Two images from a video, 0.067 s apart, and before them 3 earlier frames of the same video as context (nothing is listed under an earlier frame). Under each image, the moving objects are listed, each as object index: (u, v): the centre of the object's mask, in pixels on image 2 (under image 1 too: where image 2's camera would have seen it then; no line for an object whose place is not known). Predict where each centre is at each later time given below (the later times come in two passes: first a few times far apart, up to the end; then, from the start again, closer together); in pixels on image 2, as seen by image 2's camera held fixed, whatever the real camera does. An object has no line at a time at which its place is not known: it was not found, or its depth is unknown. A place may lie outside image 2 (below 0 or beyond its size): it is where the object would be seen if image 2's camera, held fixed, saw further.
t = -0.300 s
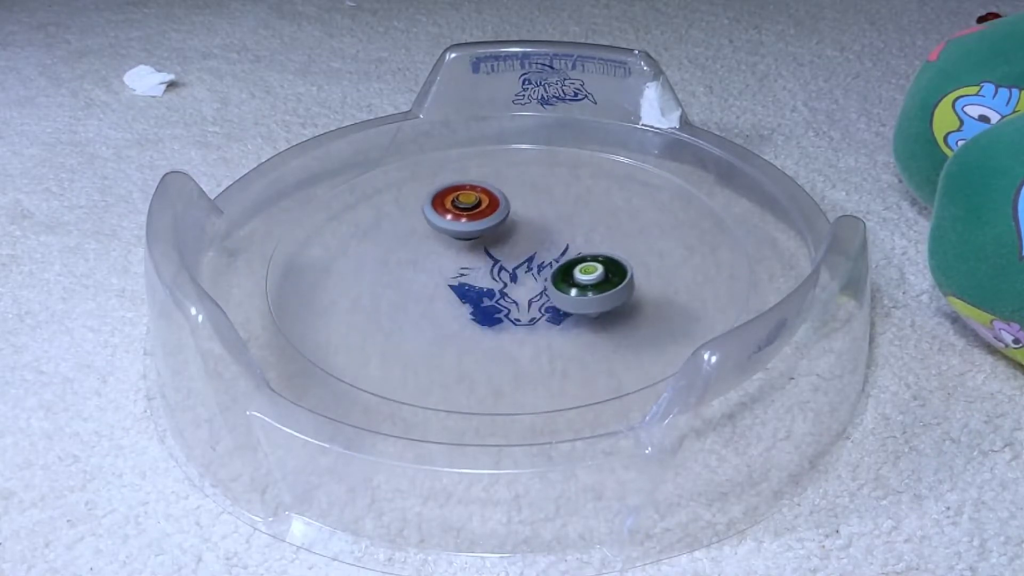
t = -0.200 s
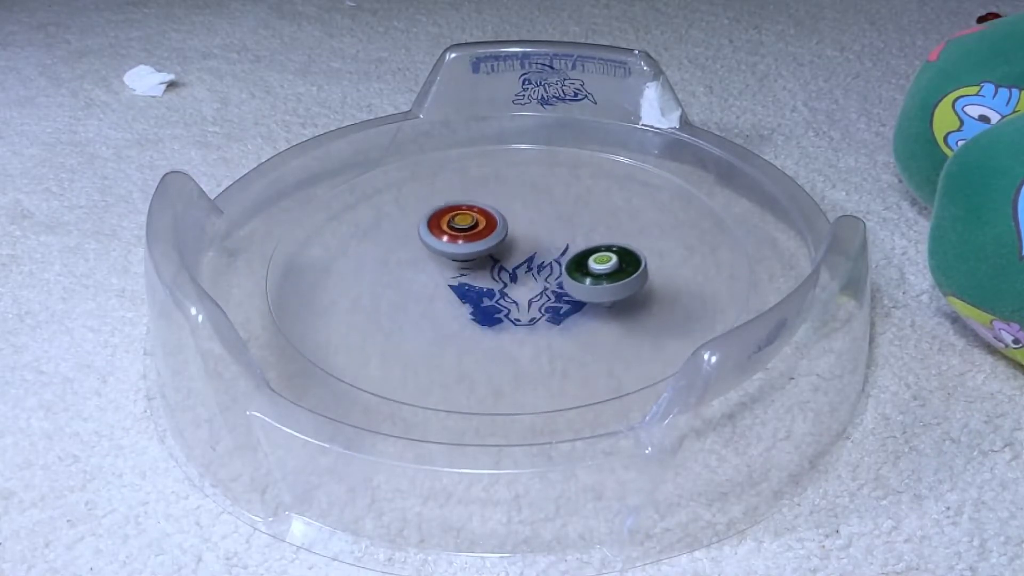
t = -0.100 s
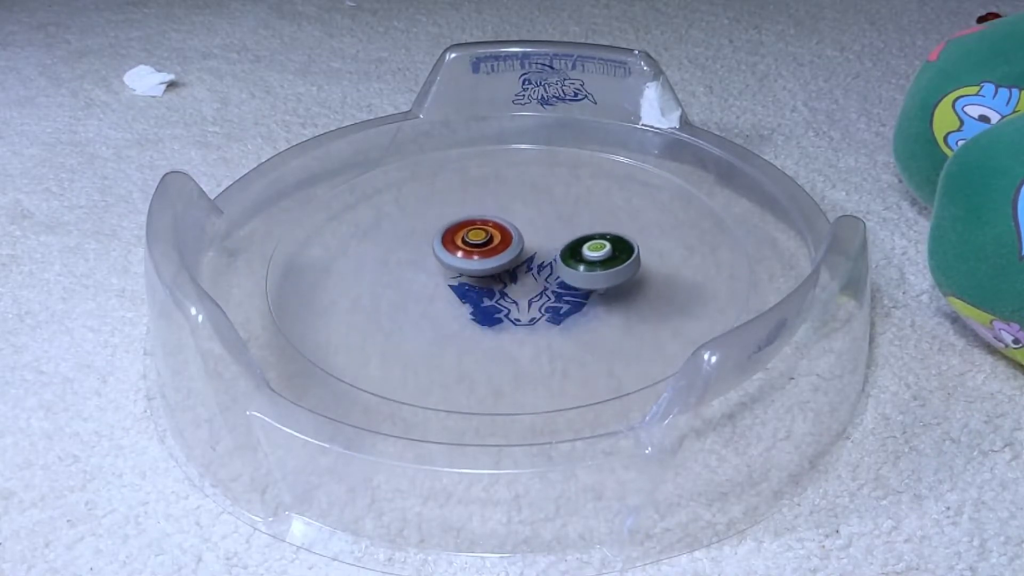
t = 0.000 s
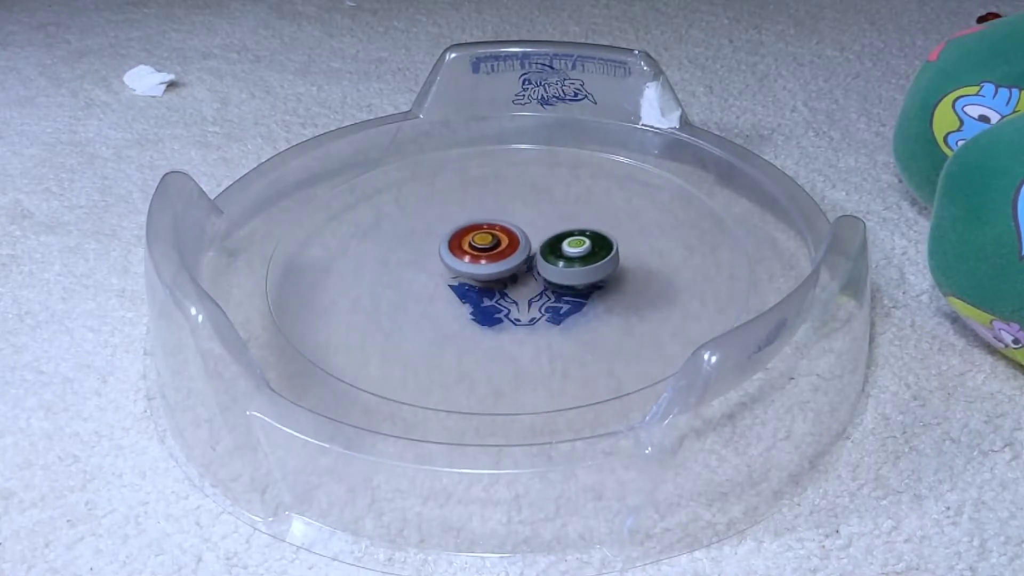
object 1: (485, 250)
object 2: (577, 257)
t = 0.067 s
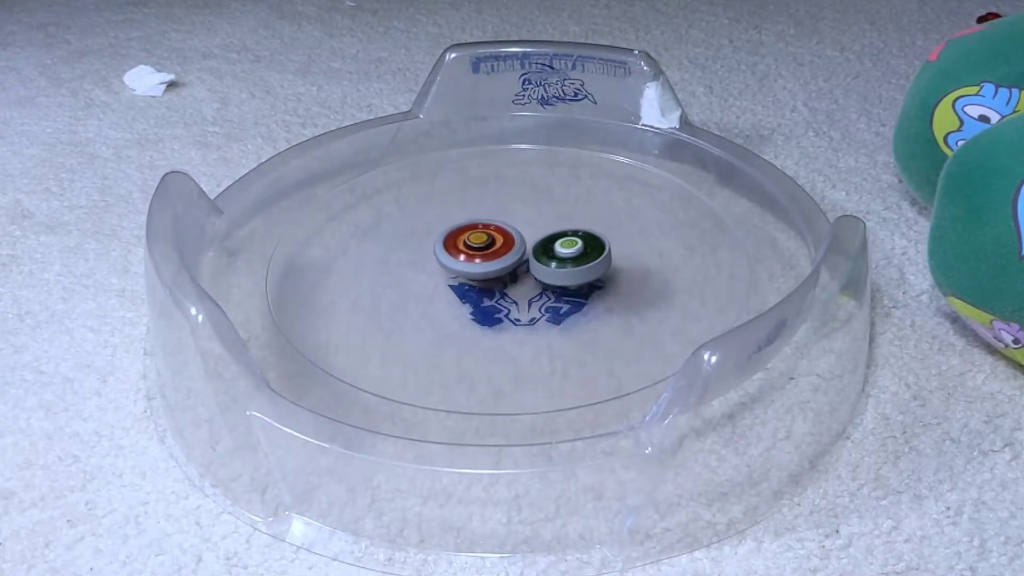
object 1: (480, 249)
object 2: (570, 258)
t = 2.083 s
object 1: (338, 193)
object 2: (646, 266)
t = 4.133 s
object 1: (512, 185)
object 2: (540, 301)
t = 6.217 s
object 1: (546, 216)
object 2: (440, 301)
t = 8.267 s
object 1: (530, 308)
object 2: (517, 240)
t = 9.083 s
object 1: (538, 225)
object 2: (502, 284)
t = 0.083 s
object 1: (481, 250)
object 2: (568, 258)
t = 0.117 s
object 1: (456, 247)
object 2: (590, 261)
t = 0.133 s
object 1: (445, 246)
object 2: (599, 261)
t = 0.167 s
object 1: (427, 245)
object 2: (612, 261)
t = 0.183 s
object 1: (420, 245)
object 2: (616, 260)
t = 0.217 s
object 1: (414, 248)
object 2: (622, 257)
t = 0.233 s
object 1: (412, 251)
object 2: (623, 255)
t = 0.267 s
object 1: (414, 258)
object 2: (625, 251)
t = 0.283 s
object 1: (415, 261)
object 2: (626, 249)
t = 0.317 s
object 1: (420, 269)
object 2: (624, 245)
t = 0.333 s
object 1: (424, 272)
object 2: (622, 244)
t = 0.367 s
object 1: (432, 278)
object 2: (616, 241)
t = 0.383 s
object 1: (438, 281)
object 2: (613, 239)
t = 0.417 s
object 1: (449, 284)
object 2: (604, 238)
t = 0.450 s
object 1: (462, 287)
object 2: (594, 238)
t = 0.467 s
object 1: (467, 287)
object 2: (589, 239)
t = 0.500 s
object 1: (477, 287)
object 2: (577, 240)
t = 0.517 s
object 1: (483, 287)
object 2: (572, 242)
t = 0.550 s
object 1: (492, 286)
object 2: (560, 244)
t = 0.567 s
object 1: (495, 285)
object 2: (556, 246)
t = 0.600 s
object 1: (473, 298)
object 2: (569, 235)
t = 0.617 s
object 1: (462, 303)
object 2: (575, 229)
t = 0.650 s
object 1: (442, 313)
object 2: (581, 219)
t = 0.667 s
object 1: (434, 316)
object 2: (582, 216)
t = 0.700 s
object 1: (426, 322)
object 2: (578, 211)
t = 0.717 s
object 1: (425, 324)
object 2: (574, 210)
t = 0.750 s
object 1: (431, 328)
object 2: (564, 209)
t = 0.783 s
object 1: (444, 331)
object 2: (552, 209)
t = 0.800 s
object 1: (452, 332)
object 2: (546, 209)
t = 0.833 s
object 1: (472, 332)
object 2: (535, 211)
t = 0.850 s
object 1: (481, 333)
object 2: (529, 212)
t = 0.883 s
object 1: (499, 331)
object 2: (519, 216)
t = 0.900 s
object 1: (507, 330)
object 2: (514, 218)
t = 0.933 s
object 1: (522, 326)
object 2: (505, 222)
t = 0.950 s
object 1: (529, 323)
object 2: (501, 224)
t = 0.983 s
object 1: (541, 318)
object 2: (494, 229)
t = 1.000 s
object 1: (547, 314)
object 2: (490, 233)
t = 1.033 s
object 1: (555, 308)
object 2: (485, 238)
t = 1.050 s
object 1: (557, 304)
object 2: (482, 241)
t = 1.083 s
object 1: (561, 297)
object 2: (478, 247)
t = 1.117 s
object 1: (562, 290)
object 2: (478, 253)
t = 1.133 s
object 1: (562, 287)
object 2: (479, 256)
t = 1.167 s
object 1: (560, 282)
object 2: (480, 262)
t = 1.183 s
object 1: (567, 281)
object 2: (476, 262)
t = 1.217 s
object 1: (579, 279)
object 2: (469, 263)
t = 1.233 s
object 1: (584, 278)
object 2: (468, 264)
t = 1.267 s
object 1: (587, 274)
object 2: (466, 268)
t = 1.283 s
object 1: (587, 271)
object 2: (466, 271)
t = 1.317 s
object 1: (585, 265)
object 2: (466, 275)
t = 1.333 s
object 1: (583, 263)
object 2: (466, 277)
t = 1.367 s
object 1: (579, 258)
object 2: (467, 281)
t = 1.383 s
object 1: (577, 255)
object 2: (469, 283)
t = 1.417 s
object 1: (572, 251)
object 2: (475, 287)
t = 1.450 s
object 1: (567, 247)
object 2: (481, 290)
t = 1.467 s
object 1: (564, 246)
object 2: (485, 291)
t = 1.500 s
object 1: (556, 243)
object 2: (492, 293)
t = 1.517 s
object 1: (552, 243)
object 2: (496, 294)
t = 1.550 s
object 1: (542, 241)
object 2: (504, 294)
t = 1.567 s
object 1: (538, 240)
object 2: (507, 294)
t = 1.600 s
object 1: (527, 239)
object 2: (516, 293)
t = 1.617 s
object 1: (523, 239)
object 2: (519, 292)
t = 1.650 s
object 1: (515, 239)
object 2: (527, 289)
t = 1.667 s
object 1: (510, 239)
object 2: (531, 288)
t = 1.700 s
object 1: (502, 238)
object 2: (537, 285)
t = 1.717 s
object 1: (499, 238)
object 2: (539, 284)
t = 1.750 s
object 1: (494, 238)
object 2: (544, 281)
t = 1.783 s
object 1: (488, 238)
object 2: (547, 277)
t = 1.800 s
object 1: (486, 238)
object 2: (548, 275)
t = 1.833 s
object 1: (481, 238)
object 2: (549, 270)
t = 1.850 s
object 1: (480, 238)
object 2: (549, 268)
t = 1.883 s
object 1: (455, 226)
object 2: (571, 274)
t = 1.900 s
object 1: (438, 216)
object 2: (585, 277)
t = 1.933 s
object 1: (411, 201)
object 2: (609, 281)
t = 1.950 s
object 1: (400, 195)
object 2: (618, 282)
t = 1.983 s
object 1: (381, 188)
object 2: (632, 282)
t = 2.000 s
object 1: (372, 187)
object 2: (636, 280)
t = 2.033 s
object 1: (357, 187)
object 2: (641, 276)
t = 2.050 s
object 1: (350, 187)
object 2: (643, 273)
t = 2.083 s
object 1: (338, 193)
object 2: (646, 266)
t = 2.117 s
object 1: (327, 199)
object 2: (649, 258)
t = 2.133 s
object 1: (323, 202)
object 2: (650, 254)
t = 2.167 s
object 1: (314, 210)
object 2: (650, 247)
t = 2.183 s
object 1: (311, 213)
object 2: (648, 244)
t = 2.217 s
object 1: (307, 221)
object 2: (642, 238)
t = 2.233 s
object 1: (306, 225)
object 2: (638, 237)
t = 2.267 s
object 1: (305, 232)
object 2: (630, 233)
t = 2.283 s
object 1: (307, 236)
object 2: (625, 232)
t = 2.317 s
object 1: (312, 245)
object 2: (613, 229)
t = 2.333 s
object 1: (315, 249)
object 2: (607, 229)
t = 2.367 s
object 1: (324, 257)
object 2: (593, 229)
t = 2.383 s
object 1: (330, 261)
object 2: (586, 229)
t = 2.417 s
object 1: (343, 270)
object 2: (572, 232)
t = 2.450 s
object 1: (359, 277)
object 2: (559, 234)
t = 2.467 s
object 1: (367, 280)
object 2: (553, 236)
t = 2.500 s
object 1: (385, 285)
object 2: (542, 239)
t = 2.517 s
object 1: (394, 287)
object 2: (537, 241)
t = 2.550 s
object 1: (413, 290)
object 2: (528, 245)
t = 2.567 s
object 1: (422, 291)
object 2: (525, 248)
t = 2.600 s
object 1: (441, 290)
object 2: (518, 252)
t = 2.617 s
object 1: (450, 289)
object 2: (516, 254)
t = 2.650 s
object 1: (453, 294)
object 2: (521, 252)
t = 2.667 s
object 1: (455, 295)
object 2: (522, 252)
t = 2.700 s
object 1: (464, 296)
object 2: (523, 251)
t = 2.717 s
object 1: (471, 295)
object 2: (523, 251)
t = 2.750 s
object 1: (474, 299)
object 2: (527, 247)
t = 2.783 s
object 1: (477, 304)
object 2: (532, 240)
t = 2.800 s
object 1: (480, 305)
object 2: (532, 237)
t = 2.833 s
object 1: (491, 305)
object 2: (529, 234)
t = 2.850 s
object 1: (498, 304)
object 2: (526, 234)
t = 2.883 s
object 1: (509, 301)
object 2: (521, 232)
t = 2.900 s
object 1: (514, 299)
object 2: (518, 232)
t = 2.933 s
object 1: (524, 295)
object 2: (511, 231)
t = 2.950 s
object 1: (528, 292)
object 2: (508, 232)
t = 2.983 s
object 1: (535, 286)
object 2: (502, 232)
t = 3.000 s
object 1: (539, 284)
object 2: (499, 232)
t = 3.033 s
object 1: (544, 278)
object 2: (493, 233)
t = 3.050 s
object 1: (547, 275)
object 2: (490, 233)
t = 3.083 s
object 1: (549, 270)
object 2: (483, 235)
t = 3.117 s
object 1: (552, 266)
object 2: (475, 238)
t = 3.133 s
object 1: (565, 268)
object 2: (465, 234)
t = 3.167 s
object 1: (588, 272)
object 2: (448, 229)
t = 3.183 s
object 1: (598, 272)
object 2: (443, 227)
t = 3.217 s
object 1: (612, 270)
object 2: (434, 227)
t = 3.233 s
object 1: (618, 269)
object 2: (431, 228)
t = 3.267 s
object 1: (626, 263)
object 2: (427, 232)
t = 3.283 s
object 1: (629, 259)
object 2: (425, 234)
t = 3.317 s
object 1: (632, 252)
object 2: (422, 238)
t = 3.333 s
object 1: (633, 248)
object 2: (421, 241)
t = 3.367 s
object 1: (633, 241)
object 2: (420, 247)
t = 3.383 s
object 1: (632, 238)
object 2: (420, 250)
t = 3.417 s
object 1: (628, 232)
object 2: (422, 255)
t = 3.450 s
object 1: (622, 227)
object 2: (427, 260)
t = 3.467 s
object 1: (619, 225)
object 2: (430, 262)
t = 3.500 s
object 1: (611, 222)
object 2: (438, 266)
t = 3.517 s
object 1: (607, 221)
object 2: (443, 268)
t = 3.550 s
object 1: (599, 218)
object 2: (453, 270)
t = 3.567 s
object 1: (595, 218)
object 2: (458, 271)
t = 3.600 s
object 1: (586, 217)
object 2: (468, 272)
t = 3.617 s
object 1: (582, 218)
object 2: (473, 272)
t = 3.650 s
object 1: (573, 219)
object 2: (483, 271)
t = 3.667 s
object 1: (569, 219)
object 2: (487, 270)
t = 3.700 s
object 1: (561, 221)
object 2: (495, 268)
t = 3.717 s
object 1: (557, 221)
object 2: (500, 267)
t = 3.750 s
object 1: (564, 211)
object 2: (493, 273)
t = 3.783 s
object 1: (581, 192)
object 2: (476, 285)
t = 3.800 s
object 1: (586, 184)
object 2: (469, 290)
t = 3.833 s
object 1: (595, 172)
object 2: (463, 297)
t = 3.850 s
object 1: (597, 168)
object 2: (463, 299)
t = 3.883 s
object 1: (597, 163)
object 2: (465, 301)
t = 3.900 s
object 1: (594, 161)
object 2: (468, 302)
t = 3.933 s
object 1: (584, 160)
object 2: (477, 305)
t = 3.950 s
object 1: (578, 160)
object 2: (482, 306)
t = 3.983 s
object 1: (566, 162)
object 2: (492, 307)
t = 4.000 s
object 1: (559, 164)
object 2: (498, 307)
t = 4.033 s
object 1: (545, 167)
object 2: (509, 307)
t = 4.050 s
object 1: (539, 169)
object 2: (514, 307)
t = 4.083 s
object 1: (527, 175)
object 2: (525, 305)
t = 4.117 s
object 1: (517, 182)
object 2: (535, 303)
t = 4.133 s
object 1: (512, 185)
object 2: (540, 301)
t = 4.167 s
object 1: (504, 192)
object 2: (548, 297)
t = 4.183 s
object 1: (501, 196)
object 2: (551, 295)
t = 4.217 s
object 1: (496, 204)
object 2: (558, 290)
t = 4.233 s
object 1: (494, 207)
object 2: (561, 287)
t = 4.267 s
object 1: (492, 215)
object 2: (563, 282)
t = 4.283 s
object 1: (491, 219)
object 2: (563, 280)
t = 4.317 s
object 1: (491, 226)
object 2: (564, 275)
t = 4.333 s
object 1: (492, 229)
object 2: (564, 272)
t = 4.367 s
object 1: (493, 235)
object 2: (561, 267)
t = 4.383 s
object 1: (485, 232)
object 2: (570, 270)
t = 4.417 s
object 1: (444, 207)
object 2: (611, 283)
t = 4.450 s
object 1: (408, 184)
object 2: (646, 290)
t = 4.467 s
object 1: (393, 174)
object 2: (660, 293)
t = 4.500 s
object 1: (367, 159)
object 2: (686, 296)
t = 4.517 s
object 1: (356, 153)
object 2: (695, 295)
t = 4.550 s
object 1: (340, 145)
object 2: (709, 293)
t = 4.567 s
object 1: (333, 147)
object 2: (715, 291)
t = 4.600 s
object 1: (320, 149)
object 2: (725, 286)
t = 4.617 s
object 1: (315, 152)
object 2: (728, 282)
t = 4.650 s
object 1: (305, 159)
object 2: (732, 277)
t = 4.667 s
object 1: (301, 162)
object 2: (733, 274)
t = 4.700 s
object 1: (293, 171)
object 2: (732, 266)
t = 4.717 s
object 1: (290, 176)
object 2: (732, 263)
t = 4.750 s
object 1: (284, 188)
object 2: (734, 257)
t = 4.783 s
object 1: (279, 200)
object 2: (733, 250)
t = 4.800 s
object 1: (278, 207)
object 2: (732, 247)
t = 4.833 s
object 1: (278, 226)
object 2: (728, 241)
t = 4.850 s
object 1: (282, 234)
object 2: (725, 238)
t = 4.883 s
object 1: (290, 250)
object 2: (717, 234)
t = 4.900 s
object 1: (295, 258)
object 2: (712, 233)
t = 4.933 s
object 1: (307, 272)
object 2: (701, 230)
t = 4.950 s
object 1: (314, 278)
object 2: (695, 229)
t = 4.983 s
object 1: (331, 289)
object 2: (680, 227)
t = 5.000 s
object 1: (340, 295)
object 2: (673, 226)
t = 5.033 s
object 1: (360, 305)
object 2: (657, 225)
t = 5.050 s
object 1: (373, 309)
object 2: (648, 225)
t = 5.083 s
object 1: (398, 317)
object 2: (631, 226)
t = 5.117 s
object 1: (423, 321)
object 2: (616, 226)
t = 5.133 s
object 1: (436, 322)
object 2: (608, 227)
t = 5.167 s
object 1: (462, 323)
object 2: (590, 230)
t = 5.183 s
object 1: (475, 322)
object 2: (583, 231)
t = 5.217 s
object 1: (500, 319)
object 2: (568, 233)
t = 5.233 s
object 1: (511, 318)
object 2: (561, 234)
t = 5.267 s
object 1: (532, 312)
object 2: (547, 237)
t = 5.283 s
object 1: (541, 308)
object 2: (541, 237)
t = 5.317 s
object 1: (558, 300)
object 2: (528, 241)
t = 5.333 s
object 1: (564, 296)
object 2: (522, 243)
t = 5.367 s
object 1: (575, 287)
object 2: (511, 246)
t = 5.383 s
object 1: (580, 282)
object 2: (505, 247)
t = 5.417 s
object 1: (587, 274)
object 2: (495, 251)
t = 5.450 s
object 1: (592, 265)
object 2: (486, 253)
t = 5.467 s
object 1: (594, 260)
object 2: (482, 254)
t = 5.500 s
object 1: (596, 252)
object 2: (473, 257)
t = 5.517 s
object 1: (596, 248)
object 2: (469, 258)
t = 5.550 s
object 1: (593, 241)
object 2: (462, 259)
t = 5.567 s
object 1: (591, 238)
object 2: (458, 260)
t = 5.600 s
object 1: (585, 233)
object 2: (450, 263)
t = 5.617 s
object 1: (583, 231)
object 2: (447, 264)
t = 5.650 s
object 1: (576, 228)
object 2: (440, 266)
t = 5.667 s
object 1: (573, 226)
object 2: (437, 268)
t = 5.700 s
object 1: (566, 224)
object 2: (432, 271)
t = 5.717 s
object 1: (562, 223)
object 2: (430, 272)
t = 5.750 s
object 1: (555, 222)
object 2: (424, 274)
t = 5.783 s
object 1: (548, 220)
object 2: (420, 277)
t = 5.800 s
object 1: (545, 220)
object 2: (418, 278)
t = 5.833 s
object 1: (538, 220)
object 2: (415, 280)
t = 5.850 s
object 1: (535, 221)
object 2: (414, 282)
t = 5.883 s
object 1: (529, 223)
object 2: (414, 284)
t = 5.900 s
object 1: (526, 224)
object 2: (413, 285)
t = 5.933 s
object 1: (521, 226)
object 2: (414, 288)
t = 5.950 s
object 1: (518, 227)
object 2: (416, 289)
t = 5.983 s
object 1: (514, 230)
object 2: (420, 291)
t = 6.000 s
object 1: (512, 231)
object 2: (423, 291)
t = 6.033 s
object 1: (509, 234)
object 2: (431, 292)
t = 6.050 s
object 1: (507, 236)
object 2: (435, 292)
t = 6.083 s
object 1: (506, 238)
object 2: (443, 291)
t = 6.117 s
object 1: (506, 240)
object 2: (452, 289)
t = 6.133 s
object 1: (507, 241)
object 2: (456, 287)
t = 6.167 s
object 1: (517, 237)
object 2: (452, 291)
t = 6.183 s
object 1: (528, 230)
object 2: (447, 295)
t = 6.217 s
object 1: (546, 216)
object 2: (440, 301)
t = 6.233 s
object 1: (554, 210)
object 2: (439, 302)
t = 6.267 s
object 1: (564, 202)
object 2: (443, 305)
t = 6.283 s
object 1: (568, 198)
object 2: (447, 306)
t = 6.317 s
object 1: (571, 196)
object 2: (455, 306)
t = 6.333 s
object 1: (571, 195)
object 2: (461, 306)
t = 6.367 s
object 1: (569, 195)
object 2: (473, 305)
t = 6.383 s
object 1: (566, 196)
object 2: (478, 304)
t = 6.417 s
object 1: (559, 199)
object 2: (488, 301)
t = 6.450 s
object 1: (551, 202)
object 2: (496, 297)
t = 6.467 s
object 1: (547, 204)
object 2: (499, 294)
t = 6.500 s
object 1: (540, 207)
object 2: (505, 289)
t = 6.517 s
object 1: (537, 209)
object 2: (507, 287)
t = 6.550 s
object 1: (532, 211)
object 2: (510, 281)
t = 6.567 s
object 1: (529, 212)
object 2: (512, 279)
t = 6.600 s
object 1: (526, 214)
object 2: (514, 273)
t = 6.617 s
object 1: (524, 215)
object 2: (515, 271)
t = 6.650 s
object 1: (525, 210)
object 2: (515, 274)
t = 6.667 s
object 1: (526, 203)
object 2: (512, 279)
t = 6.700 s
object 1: (528, 192)
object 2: (509, 287)
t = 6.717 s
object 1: (528, 189)
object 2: (510, 289)
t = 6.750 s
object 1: (527, 185)
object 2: (512, 290)
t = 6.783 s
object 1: (523, 184)
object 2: (517, 290)
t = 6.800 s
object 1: (520, 185)
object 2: (520, 290)
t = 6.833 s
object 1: (516, 188)
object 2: (525, 287)
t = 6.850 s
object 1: (513, 189)
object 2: (528, 286)
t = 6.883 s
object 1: (508, 191)
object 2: (534, 282)
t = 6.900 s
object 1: (506, 193)
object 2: (536, 281)
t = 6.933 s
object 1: (502, 197)
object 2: (540, 277)
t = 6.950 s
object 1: (500, 199)
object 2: (541, 275)
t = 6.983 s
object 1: (498, 203)
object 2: (543, 271)
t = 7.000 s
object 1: (496, 205)
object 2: (544, 268)
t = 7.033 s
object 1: (494, 211)
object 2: (543, 264)
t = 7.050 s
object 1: (494, 213)
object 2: (542, 262)
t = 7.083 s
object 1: (491, 216)
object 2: (542, 261)
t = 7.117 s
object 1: (473, 199)
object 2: (558, 275)
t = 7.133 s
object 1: (466, 192)
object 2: (565, 280)
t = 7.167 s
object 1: (454, 182)
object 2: (575, 287)
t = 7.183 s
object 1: (449, 179)
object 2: (579, 289)
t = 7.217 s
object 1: (441, 178)
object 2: (586, 291)
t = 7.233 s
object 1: (437, 178)
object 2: (589, 290)
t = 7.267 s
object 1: (430, 184)
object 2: (594, 289)
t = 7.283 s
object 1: (427, 188)
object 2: (597, 288)
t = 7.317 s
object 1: (423, 196)
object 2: (601, 285)
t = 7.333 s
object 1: (421, 200)
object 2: (604, 284)
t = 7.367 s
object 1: (420, 209)
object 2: (609, 280)
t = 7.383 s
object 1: (420, 213)
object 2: (611, 278)
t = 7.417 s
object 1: (421, 221)
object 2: (615, 274)
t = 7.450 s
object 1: (425, 229)
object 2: (615, 270)
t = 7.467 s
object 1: (427, 234)
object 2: (615, 268)
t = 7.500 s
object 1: (433, 242)
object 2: (613, 264)
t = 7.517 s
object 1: (436, 245)
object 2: (611, 263)
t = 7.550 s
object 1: (444, 250)
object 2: (607, 260)
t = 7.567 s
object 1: (448, 253)
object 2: (603, 258)
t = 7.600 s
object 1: (456, 258)
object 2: (596, 256)
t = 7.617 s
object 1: (460, 260)
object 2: (591, 255)
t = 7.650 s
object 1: (468, 265)
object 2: (581, 255)
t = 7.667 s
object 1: (473, 267)
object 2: (576, 255)
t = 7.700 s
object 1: (476, 270)
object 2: (569, 254)
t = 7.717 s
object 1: (460, 273)
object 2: (583, 250)
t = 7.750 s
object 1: (431, 277)
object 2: (604, 243)
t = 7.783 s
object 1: (410, 280)
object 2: (617, 238)
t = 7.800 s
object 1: (402, 282)
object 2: (620, 235)
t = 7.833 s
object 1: (393, 286)
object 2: (620, 232)
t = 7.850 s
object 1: (391, 287)
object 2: (618, 231)
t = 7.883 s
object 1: (392, 293)
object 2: (613, 228)
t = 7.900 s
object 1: (396, 296)
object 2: (609, 227)
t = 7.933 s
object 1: (405, 302)
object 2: (603, 224)
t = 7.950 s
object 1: (411, 305)
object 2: (599, 224)
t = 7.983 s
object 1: (425, 311)
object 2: (590, 222)
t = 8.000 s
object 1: (433, 313)
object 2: (586, 222)
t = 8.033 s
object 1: (447, 316)
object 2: (576, 222)
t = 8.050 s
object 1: (454, 318)
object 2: (572, 222)
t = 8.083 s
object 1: (469, 319)
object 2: (561, 223)
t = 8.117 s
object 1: (483, 319)
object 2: (551, 224)
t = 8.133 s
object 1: (490, 318)
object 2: (546, 225)
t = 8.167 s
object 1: (502, 317)
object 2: (537, 229)
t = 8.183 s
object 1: (508, 316)
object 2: (534, 231)
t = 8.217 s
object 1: (517, 313)
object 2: (526, 235)
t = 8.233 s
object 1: (522, 311)
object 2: (523, 237)
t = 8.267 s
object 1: (530, 308)
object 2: (517, 240)
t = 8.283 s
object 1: (533, 306)
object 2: (514, 243)
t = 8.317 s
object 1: (539, 302)
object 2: (509, 247)
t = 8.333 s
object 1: (541, 300)
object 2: (506, 248)
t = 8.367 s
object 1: (545, 296)
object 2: (502, 252)
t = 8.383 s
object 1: (548, 294)
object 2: (499, 253)
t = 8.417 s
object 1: (557, 294)
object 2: (493, 257)
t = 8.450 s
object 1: (563, 292)
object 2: (490, 257)
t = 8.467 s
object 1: (566, 290)
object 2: (488, 259)
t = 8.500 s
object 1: (571, 287)
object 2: (486, 260)
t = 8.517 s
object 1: (572, 286)
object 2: (485, 261)
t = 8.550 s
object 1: (575, 282)
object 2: (483, 264)
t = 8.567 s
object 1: (576, 280)
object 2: (482, 265)
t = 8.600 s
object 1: (576, 277)
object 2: (481, 269)
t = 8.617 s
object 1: (577, 275)
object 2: (480, 270)
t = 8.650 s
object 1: (577, 271)
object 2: (478, 273)
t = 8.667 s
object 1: (576, 269)
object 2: (479, 274)
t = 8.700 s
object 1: (575, 266)
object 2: (478, 277)
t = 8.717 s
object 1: (574, 264)
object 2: (479, 278)
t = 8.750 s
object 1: (572, 261)
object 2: (480, 279)
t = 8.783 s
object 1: (569, 257)
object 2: (482, 281)
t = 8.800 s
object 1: (567, 256)
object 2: (484, 282)
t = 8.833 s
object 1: (564, 253)
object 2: (487, 283)
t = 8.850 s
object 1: (562, 251)
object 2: (489, 283)
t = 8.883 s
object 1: (560, 247)
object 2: (489, 284)
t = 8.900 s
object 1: (559, 245)
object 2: (490, 284)
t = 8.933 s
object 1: (555, 242)
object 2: (493, 284)
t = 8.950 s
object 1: (553, 241)
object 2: (494, 284)
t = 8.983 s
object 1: (549, 238)
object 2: (499, 283)
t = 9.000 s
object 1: (546, 237)
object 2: (501, 282)
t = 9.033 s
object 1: (542, 234)
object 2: (503, 282)
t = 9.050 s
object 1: (541, 230)
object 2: (502, 283)
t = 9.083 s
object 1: (538, 225)
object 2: (502, 284)
